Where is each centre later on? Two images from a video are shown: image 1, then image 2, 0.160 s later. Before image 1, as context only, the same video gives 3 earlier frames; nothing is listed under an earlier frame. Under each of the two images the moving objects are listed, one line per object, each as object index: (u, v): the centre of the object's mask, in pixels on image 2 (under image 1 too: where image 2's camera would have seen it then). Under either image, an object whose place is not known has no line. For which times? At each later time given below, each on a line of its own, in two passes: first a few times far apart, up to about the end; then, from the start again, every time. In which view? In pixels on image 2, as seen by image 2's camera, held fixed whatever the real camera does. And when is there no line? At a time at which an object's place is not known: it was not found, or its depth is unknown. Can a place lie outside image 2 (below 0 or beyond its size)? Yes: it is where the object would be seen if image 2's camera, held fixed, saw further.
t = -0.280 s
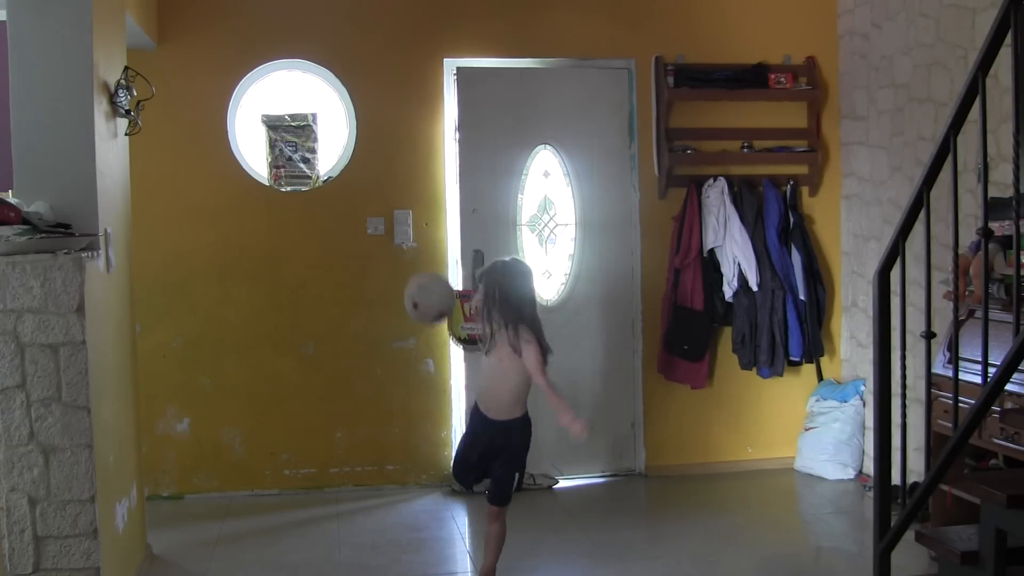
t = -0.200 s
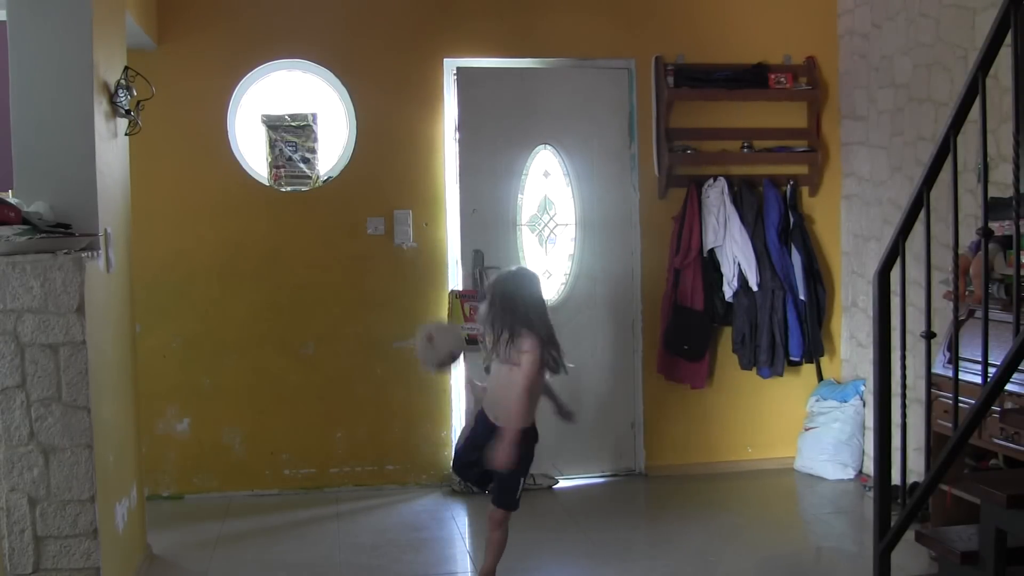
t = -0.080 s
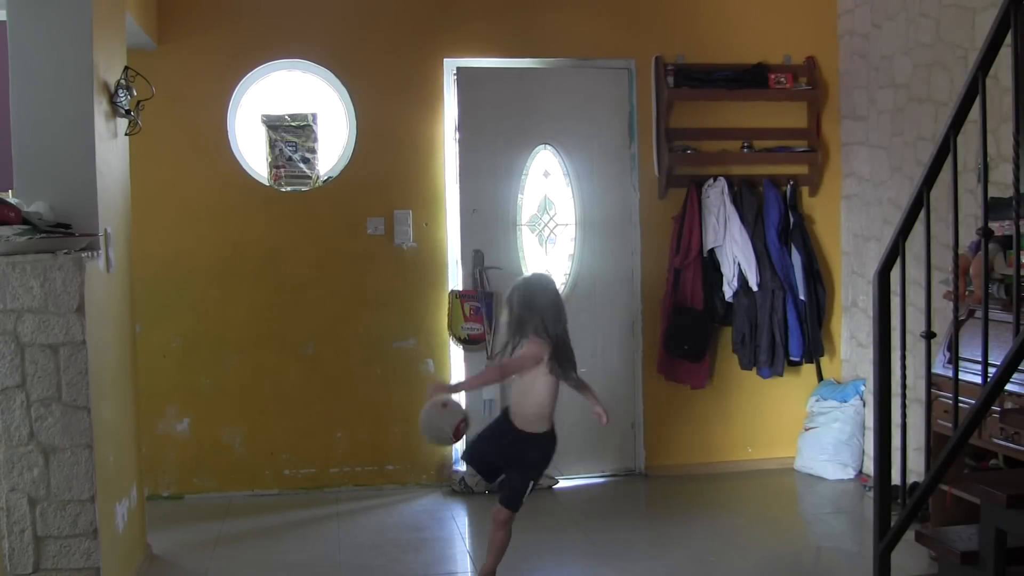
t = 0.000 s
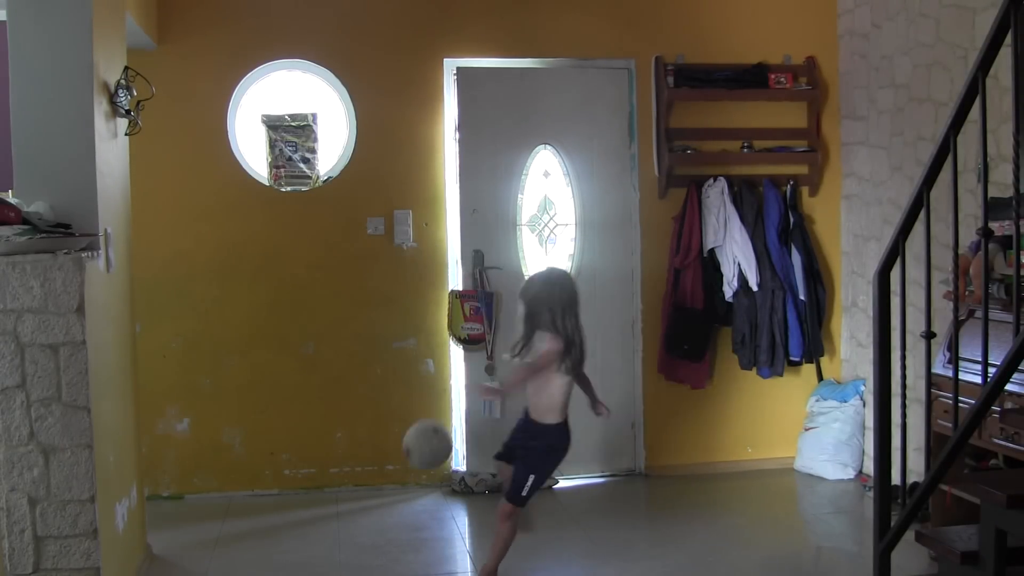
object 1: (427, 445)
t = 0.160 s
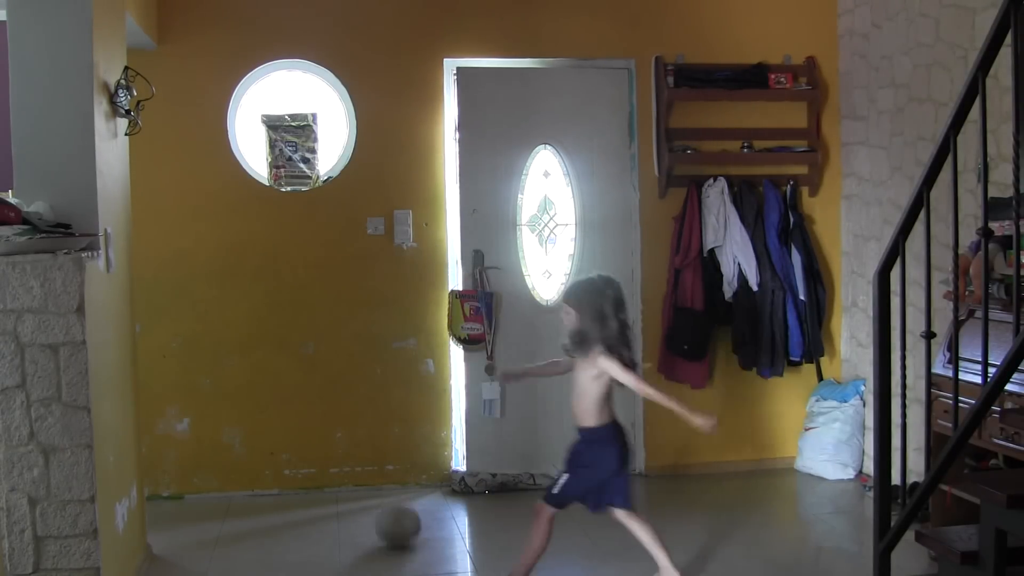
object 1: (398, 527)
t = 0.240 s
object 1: (384, 486)
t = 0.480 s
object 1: (346, 463)
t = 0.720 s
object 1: (312, 483)
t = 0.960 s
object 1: (281, 495)
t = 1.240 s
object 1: (252, 490)
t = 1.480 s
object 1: (227, 481)
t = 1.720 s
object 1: (207, 488)
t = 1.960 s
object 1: (190, 490)
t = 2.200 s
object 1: (172, 493)
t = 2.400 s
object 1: (161, 496)
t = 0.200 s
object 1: (391, 503)
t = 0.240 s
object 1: (384, 486)
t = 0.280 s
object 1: (377, 472)
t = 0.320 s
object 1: (371, 464)
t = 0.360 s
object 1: (364, 458)
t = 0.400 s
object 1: (358, 455)
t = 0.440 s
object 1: (352, 457)
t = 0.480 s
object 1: (346, 463)
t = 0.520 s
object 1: (341, 471)
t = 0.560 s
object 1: (335, 484)
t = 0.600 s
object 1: (332, 501)
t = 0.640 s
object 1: (325, 507)
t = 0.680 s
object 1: (319, 493)
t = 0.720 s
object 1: (312, 483)
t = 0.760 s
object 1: (307, 476)
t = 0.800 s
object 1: (301, 474)
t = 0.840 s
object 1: (296, 474)
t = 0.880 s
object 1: (290, 477)
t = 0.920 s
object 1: (285, 485)
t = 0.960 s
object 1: (281, 495)
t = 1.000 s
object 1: (276, 492)
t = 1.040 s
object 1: (272, 484)
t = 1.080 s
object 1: (267, 480)
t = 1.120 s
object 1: (263, 479)
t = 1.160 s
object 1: (259, 482)
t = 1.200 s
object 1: (255, 489)
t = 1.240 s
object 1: (252, 490)
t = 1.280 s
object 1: (247, 484)
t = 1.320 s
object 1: (242, 481)
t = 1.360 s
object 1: (238, 481)
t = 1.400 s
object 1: (234, 485)
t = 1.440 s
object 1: (230, 485)
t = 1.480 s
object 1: (227, 481)
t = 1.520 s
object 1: (223, 480)
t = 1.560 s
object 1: (220, 482)
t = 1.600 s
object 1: (217, 486)
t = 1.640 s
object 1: (214, 485)
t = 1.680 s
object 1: (210, 486)
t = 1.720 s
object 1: (207, 488)
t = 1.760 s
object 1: (205, 488)
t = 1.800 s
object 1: (201, 489)
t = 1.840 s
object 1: (198, 489)
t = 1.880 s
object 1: (195, 490)
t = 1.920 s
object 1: (192, 490)
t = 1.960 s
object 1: (190, 490)
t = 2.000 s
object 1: (187, 491)
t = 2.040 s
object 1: (184, 491)
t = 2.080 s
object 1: (181, 492)
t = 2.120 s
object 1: (178, 492)
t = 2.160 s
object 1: (175, 493)
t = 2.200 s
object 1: (172, 493)
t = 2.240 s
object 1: (169, 494)
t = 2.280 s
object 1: (166, 494)
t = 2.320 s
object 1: (164, 495)
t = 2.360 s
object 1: (162, 495)
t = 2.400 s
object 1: (161, 496)
